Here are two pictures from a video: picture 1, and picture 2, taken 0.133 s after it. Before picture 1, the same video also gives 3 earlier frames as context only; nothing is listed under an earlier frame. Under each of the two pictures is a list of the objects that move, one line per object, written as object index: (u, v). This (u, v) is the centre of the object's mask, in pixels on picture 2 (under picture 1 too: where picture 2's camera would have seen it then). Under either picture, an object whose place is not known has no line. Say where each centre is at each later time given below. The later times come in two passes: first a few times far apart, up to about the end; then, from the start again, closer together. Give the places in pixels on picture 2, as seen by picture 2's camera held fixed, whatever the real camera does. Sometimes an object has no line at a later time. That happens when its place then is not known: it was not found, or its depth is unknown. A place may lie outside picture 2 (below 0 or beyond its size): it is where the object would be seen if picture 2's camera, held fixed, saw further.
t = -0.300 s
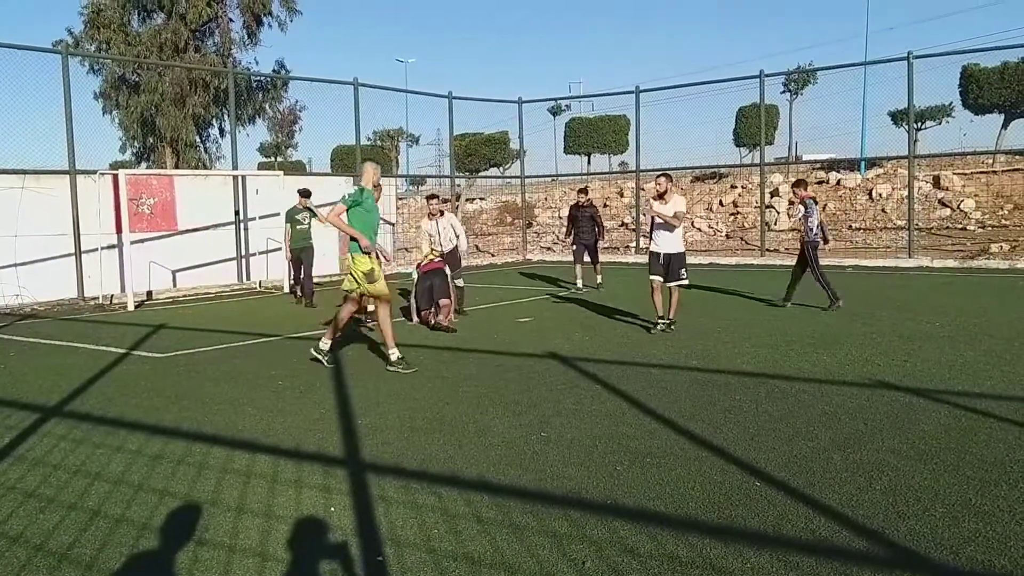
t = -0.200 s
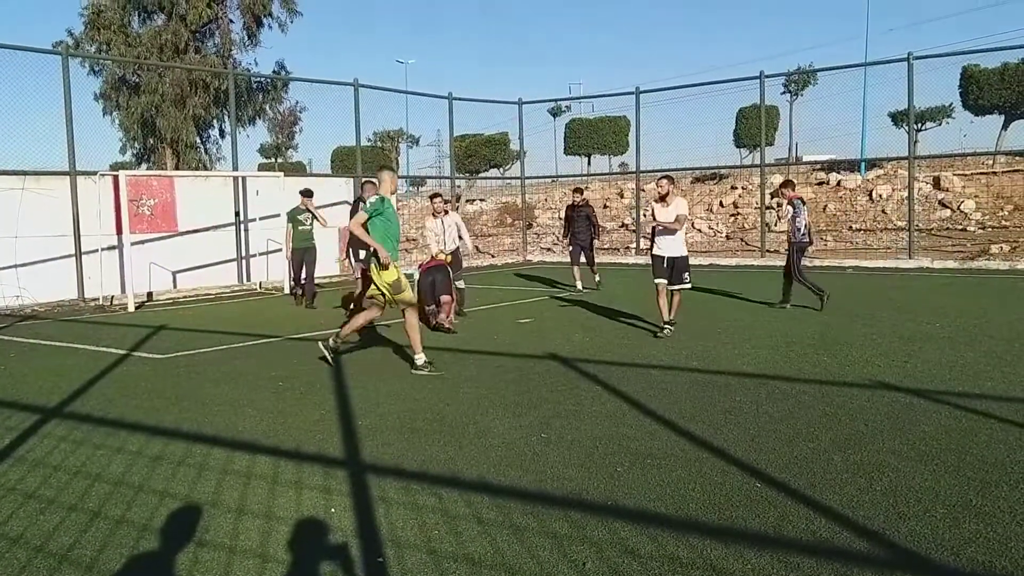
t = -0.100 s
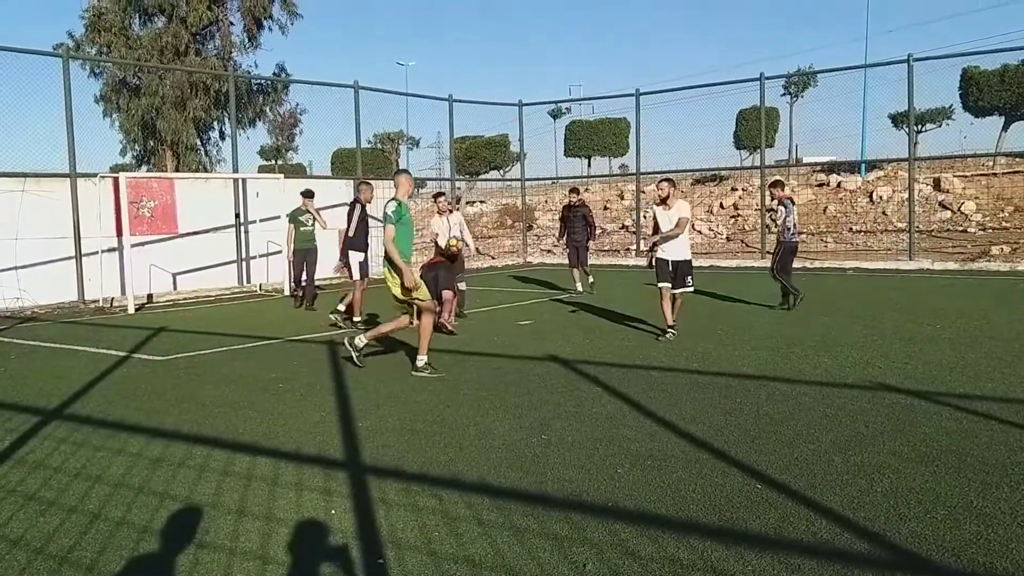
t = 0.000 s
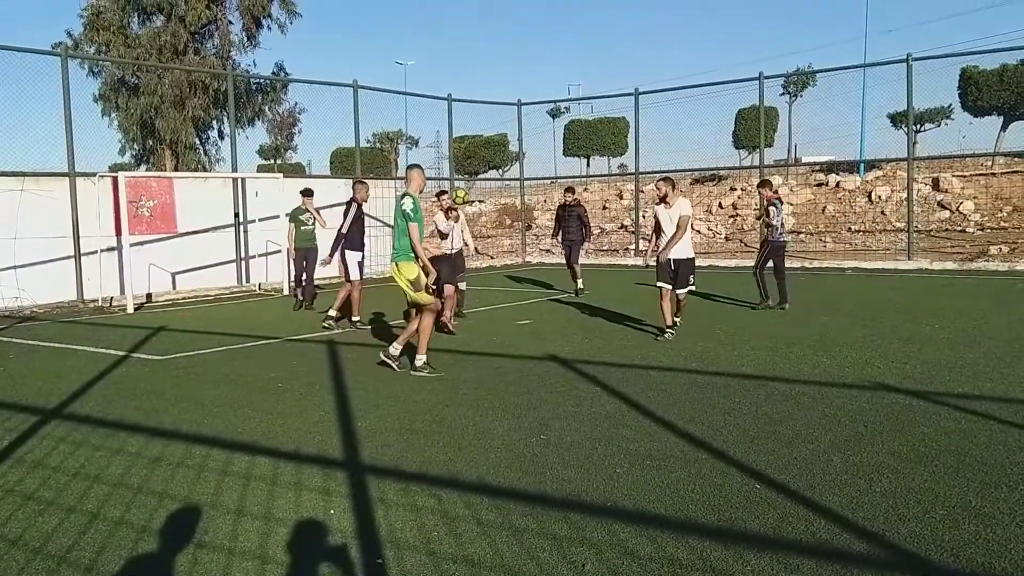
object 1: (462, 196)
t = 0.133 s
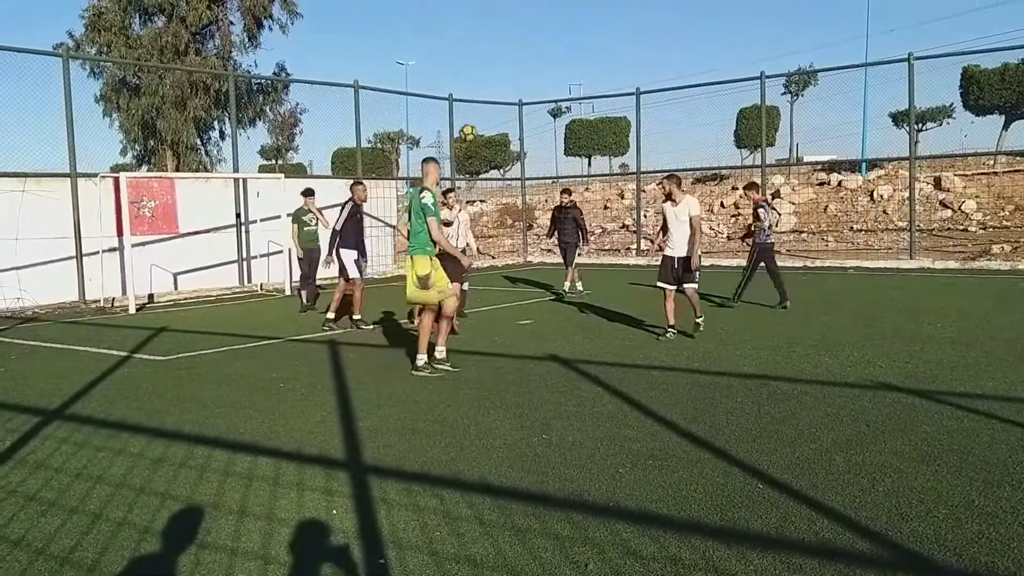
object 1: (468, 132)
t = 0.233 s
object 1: (474, 91)
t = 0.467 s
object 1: (489, 23)
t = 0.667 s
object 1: (506, 0)
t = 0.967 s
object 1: (536, 37)
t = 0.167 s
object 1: (470, 118)
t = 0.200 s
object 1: (472, 105)
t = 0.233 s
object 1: (474, 91)
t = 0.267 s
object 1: (476, 80)
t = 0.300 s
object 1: (478, 68)
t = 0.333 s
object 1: (480, 57)
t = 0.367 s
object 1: (482, 47)
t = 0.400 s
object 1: (484, 39)
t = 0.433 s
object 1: (487, 31)
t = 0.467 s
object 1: (489, 23)
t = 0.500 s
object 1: (492, 16)
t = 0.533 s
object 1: (495, 9)
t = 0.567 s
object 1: (497, 6)
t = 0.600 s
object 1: (499, 1)
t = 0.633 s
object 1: (504, 0)
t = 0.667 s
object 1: (506, 0)
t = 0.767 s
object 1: (514, 1)
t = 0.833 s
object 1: (521, 8)
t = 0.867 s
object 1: (525, 14)
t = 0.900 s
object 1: (529, 20)
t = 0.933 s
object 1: (532, 28)
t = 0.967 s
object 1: (536, 37)
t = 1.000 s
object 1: (540, 48)
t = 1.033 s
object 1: (544, 60)
